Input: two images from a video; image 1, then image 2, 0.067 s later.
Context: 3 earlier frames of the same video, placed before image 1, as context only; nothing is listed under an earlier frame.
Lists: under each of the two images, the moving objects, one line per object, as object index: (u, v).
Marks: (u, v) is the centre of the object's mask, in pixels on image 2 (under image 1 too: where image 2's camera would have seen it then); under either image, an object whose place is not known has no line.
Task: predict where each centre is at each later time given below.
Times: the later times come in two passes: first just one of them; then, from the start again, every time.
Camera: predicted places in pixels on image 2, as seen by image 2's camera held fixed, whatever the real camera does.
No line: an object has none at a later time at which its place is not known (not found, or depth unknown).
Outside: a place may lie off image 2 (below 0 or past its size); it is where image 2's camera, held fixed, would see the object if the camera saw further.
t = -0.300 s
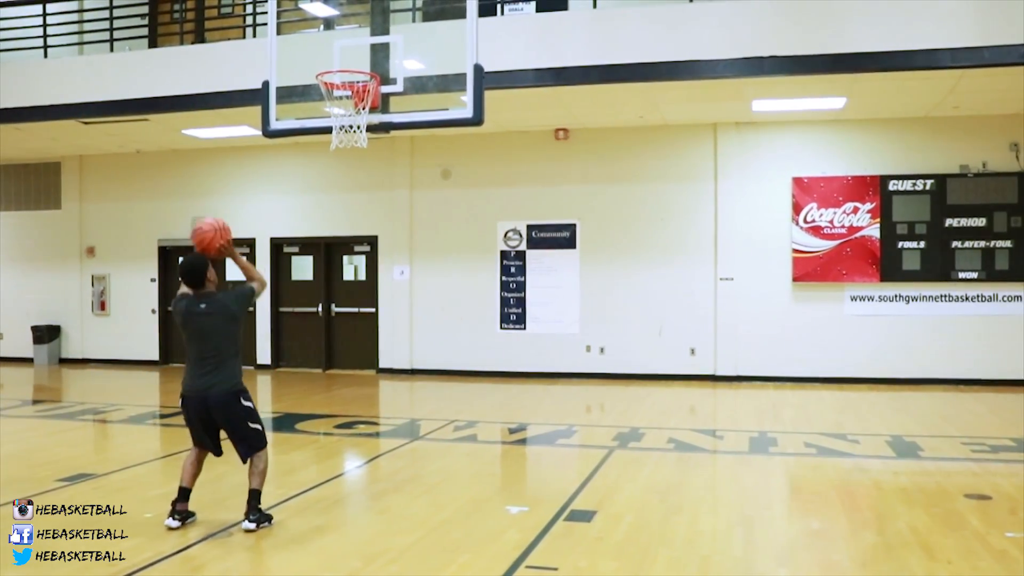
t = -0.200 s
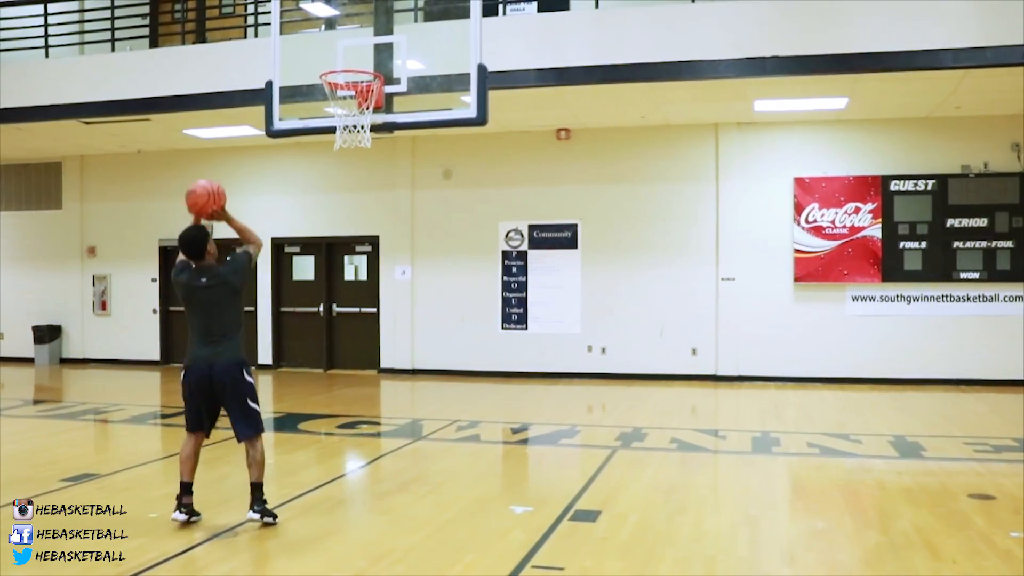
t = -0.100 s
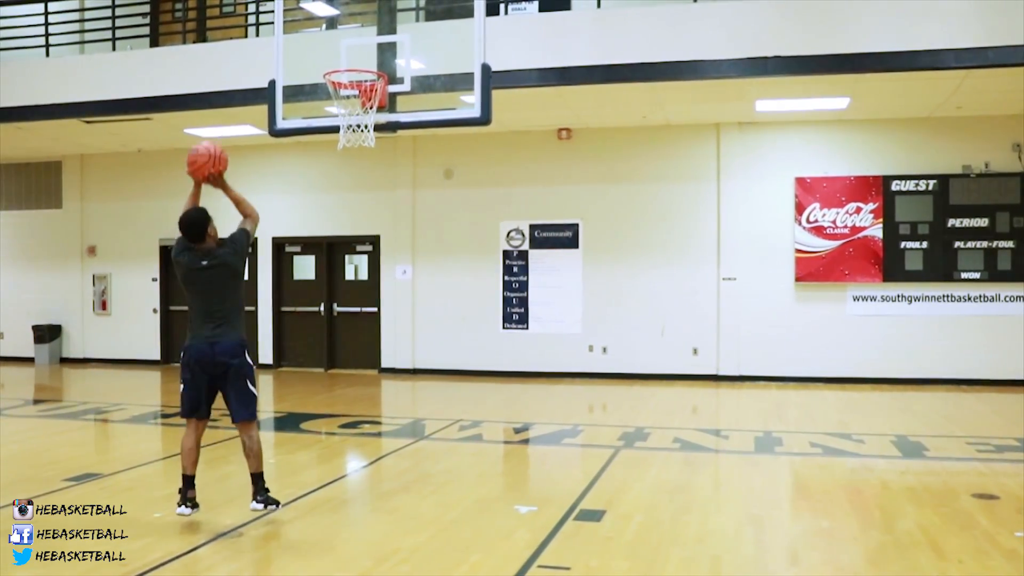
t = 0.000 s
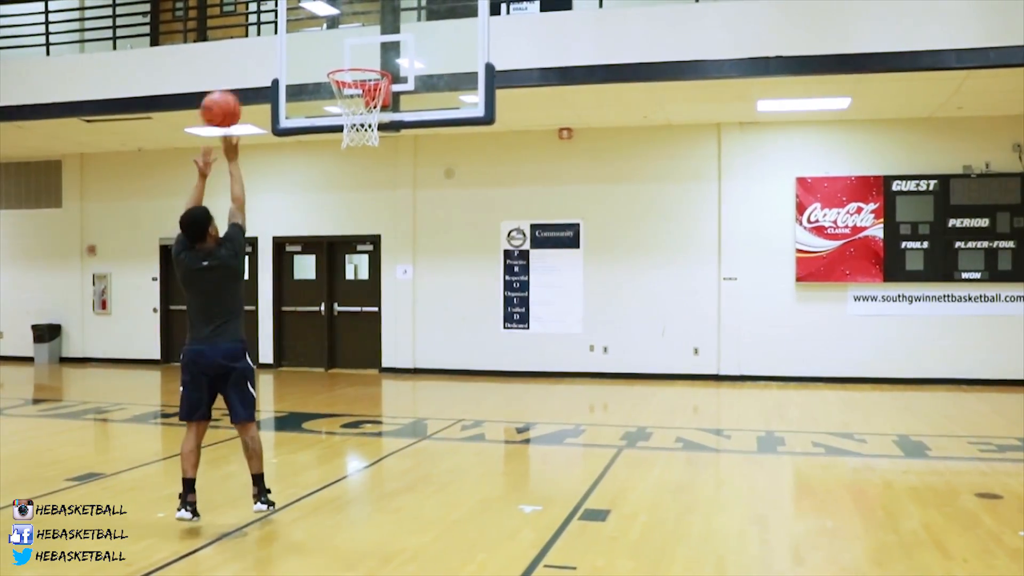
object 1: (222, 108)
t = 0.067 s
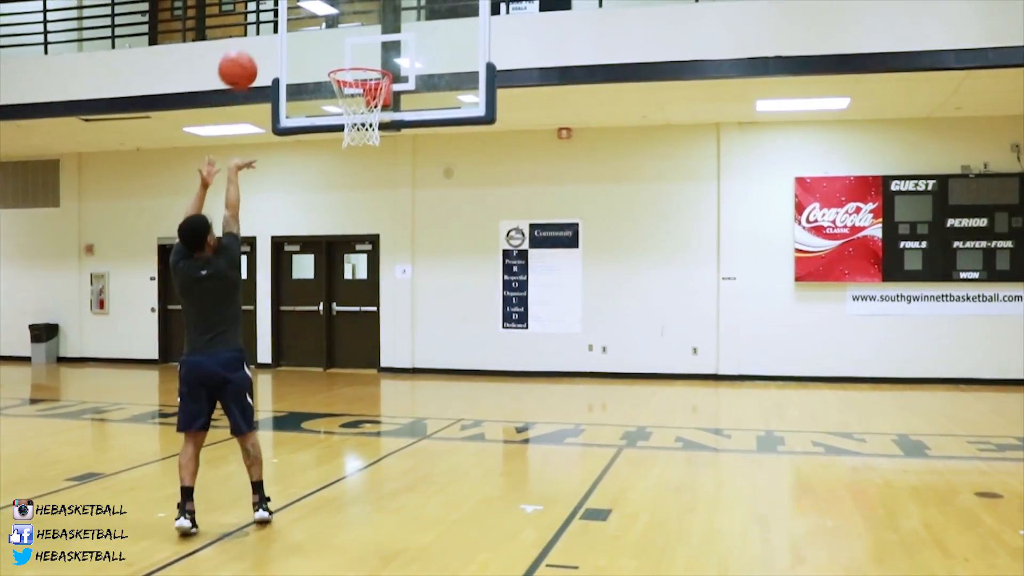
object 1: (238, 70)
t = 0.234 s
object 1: (277, 12)
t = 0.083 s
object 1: (242, 62)
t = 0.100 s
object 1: (246, 53)
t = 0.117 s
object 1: (250, 45)
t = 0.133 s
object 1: (254, 38)
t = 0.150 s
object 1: (258, 31)
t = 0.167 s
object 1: (262, 25)
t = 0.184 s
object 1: (265, 20)
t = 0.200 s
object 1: (270, 17)
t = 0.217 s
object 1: (273, 14)
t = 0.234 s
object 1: (277, 12)
